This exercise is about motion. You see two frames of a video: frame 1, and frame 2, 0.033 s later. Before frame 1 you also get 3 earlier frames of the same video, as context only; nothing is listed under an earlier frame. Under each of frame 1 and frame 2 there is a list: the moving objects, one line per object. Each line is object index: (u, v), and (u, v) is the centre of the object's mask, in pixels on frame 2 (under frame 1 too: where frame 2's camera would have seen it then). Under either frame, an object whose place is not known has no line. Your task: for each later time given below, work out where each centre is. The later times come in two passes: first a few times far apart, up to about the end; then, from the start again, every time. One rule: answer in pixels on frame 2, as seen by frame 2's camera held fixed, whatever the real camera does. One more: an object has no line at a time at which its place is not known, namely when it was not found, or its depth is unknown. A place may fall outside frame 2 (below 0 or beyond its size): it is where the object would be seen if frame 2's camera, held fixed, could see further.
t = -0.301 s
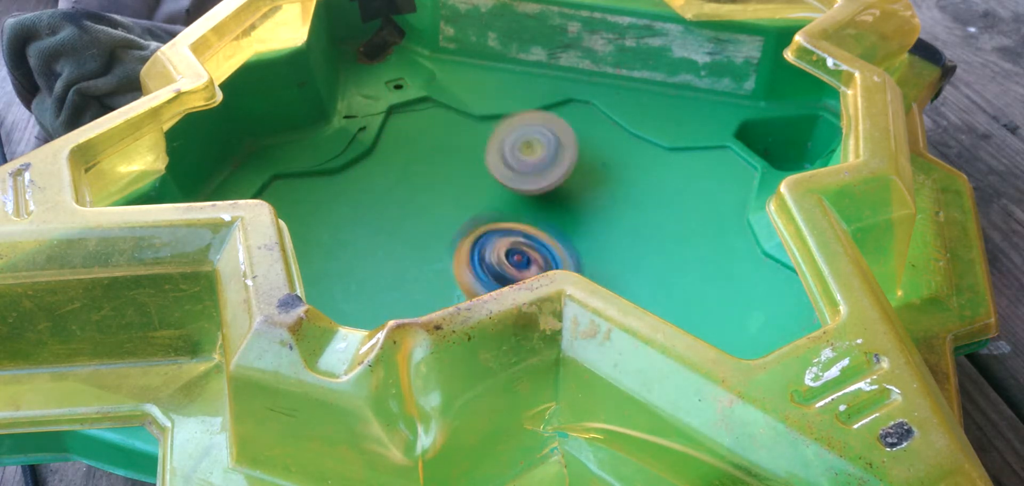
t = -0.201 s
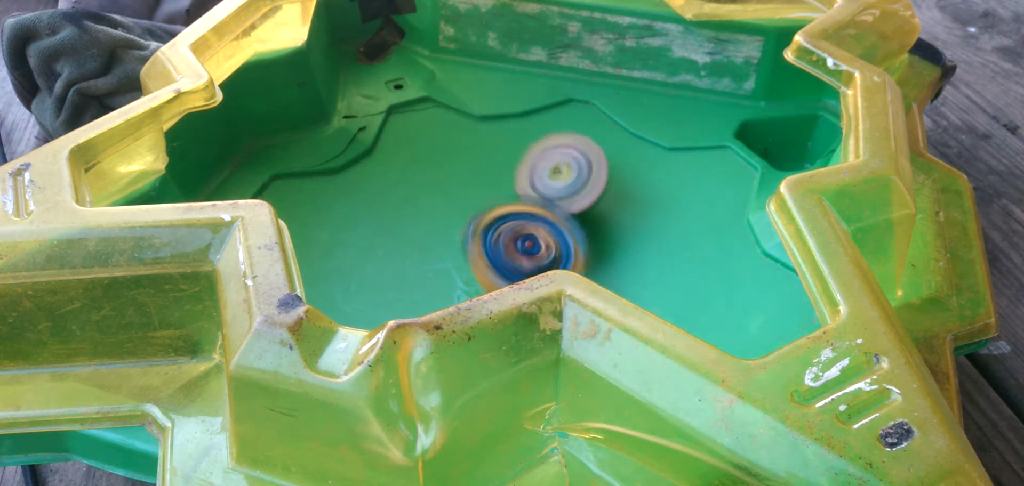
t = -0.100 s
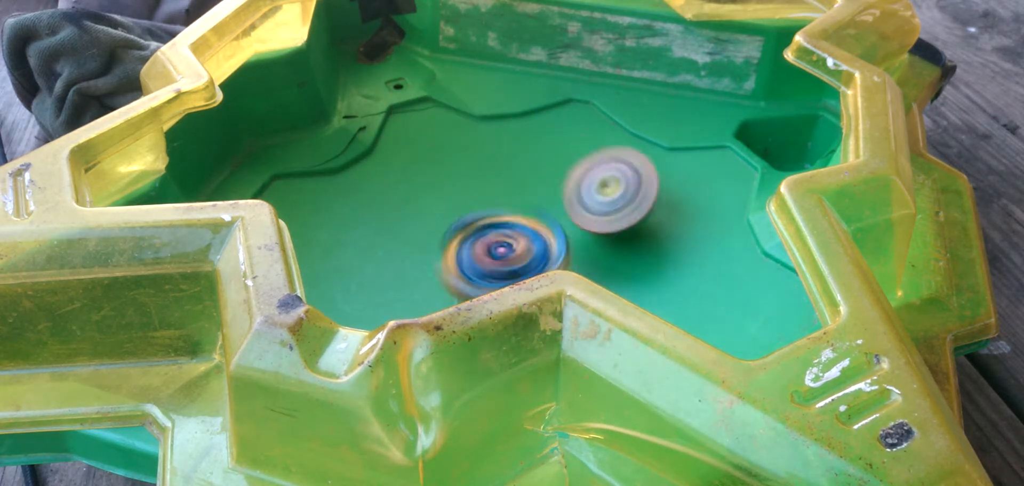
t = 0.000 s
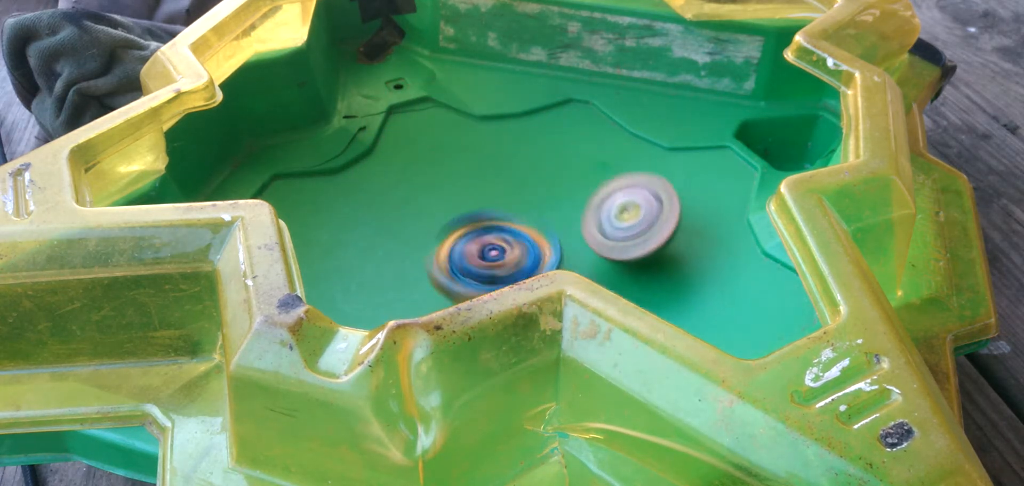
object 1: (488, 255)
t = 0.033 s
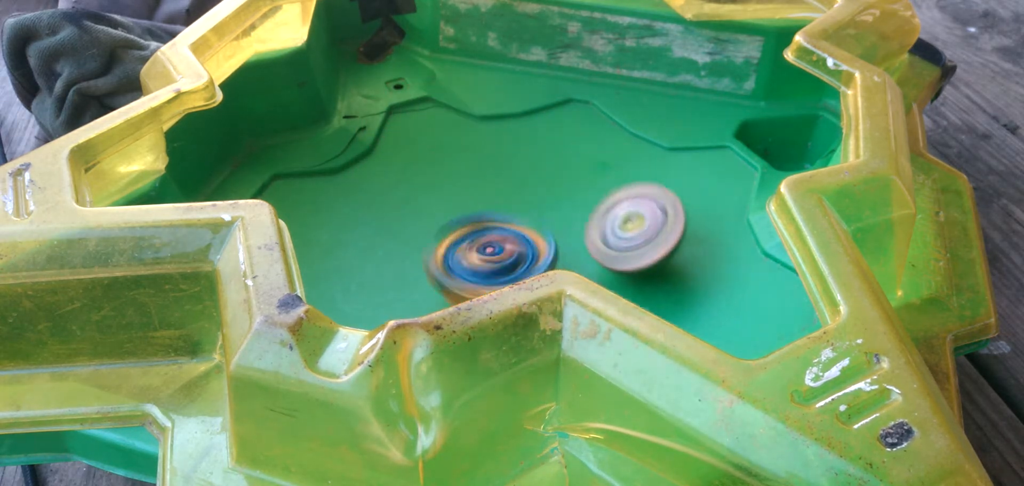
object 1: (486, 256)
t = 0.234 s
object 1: (492, 249)
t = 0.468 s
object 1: (509, 233)
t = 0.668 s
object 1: (525, 221)
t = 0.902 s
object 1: (527, 219)
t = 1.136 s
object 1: (518, 229)
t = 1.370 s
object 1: (500, 241)
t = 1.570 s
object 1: (500, 245)
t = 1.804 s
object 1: (509, 241)
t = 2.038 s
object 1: (504, 239)
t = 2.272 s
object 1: (500, 238)
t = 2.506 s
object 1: (512, 236)
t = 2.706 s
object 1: (515, 236)
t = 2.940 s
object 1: (523, 234)
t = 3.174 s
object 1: (496, 238)
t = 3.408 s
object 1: (498, 241)
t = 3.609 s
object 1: (463, 261)
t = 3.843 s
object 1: (462, 261)
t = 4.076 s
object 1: (465, 259)
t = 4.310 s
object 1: (468, 255)
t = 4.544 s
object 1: (475, 252)
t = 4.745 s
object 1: (484, 250)
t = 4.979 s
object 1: (484, 250)
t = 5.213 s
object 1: (488, 253)
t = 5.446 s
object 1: (489, 252)
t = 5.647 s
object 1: (485, 253)
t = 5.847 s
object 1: (468, 251)
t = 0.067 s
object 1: (490, 255)
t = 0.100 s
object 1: (490, 253)
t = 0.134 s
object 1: (489, 253)
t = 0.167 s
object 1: (491, 251)
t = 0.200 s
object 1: (490, 250)
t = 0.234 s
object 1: (492, 249)
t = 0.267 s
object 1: (495, 247)
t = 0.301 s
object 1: (495, 245)
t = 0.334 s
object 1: (497, 243)
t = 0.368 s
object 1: (501, 241)
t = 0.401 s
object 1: (503, 239)
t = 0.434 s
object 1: (504, 236)
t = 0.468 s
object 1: (509, 233)
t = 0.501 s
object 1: (511, 231)
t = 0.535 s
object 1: (514, 228)
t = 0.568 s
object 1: (518, 226)
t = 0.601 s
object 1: (519, 224)
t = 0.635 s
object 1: (521, 222)
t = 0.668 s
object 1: (525, 221)
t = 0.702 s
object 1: (525, 219)
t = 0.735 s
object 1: (528, 218)
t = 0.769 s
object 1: (528, 218)
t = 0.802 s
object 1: (528, 217)
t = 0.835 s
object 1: (530, 217)
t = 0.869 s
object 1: (529, 218)
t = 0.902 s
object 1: (527, 219)
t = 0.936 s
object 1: (528, 221)
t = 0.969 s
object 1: (527, 223)
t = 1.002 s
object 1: (523, 225)
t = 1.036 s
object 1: (524, 224)
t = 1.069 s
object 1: (523, 226)
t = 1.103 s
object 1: (519, 228)
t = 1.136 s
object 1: (518, 229)
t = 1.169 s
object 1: (517, 231)
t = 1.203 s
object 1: (513, 232)
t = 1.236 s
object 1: (509, 233)
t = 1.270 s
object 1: (507, 235)
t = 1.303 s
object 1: (503, 237)
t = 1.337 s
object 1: (500, 239)
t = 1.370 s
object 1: (500, 241)
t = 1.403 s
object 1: (497, 242)
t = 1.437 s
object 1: (496, 243)
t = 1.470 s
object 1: (495, 244)
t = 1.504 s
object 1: (495, 246)
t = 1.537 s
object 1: (495, 245)
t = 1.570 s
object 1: (500, 245)
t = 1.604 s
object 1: (501, 245)
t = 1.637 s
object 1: (499, 245)
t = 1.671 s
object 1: (502, 245)
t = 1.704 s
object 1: (505, 244)
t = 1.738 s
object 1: (504, 242)
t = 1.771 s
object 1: (506, 242)
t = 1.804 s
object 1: (509, 241)
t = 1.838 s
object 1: (509, 240)
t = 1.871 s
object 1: (511, 239)
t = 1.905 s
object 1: (512, 238)
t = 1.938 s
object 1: (509, 239)
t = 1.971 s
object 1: (507, 240)
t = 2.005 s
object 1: (506, 239)
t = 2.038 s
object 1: (504, 239)
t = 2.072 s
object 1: (499, 240)
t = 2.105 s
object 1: (498, 239)
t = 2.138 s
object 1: (500, 239)
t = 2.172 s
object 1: (501, 238)
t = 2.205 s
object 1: (496, 239)
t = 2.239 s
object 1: (496, 238)
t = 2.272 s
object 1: (500, 238)
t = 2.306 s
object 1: (502, 236)
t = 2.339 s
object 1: (498, 236)
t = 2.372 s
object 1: (498, 236)
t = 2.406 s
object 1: (503, 235)
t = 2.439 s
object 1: (506, 235)
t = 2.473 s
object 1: (508, 236)
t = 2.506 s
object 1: (512, 236)
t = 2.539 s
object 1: (512, 235)
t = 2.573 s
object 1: (513, 234)
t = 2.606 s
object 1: (519, 234)
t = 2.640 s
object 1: (520, 235)
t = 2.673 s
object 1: (516, 237)
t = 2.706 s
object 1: (515, 236)
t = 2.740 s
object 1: (520, 236)
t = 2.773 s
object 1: (523, 235)
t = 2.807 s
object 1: (520, 234)
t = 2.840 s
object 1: (520, 234)
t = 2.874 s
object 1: (522, 235)
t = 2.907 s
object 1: (524, 235)
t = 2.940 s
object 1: (523, 234)
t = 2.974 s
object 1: (516, 234)
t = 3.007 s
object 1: (512, 234)
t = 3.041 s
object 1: (507, 236)
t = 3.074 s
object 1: (509, 236)
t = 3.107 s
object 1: (504, 237)
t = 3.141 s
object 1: (498, 237)
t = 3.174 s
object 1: (496, 238)
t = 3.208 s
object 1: (499, 239)
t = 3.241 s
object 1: (501, 241)
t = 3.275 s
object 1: (498, 239)
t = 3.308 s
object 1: (496, 239)
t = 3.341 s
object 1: (499, 240)
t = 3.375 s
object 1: (498, 240)
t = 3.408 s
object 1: (498, 241)
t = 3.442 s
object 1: (502, 238)
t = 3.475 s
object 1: (498, 241)
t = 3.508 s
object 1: (486, 249)
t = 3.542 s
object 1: (474, 255)
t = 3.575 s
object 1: (466, 259)
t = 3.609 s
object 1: (463, 261)
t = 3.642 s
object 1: (460, 262)
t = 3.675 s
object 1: (459, 263)
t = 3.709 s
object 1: (457, 262)
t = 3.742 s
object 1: (457, 262)
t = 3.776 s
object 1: (458, 262)
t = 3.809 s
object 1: (459, 261)
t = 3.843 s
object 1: (462, 261)
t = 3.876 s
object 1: (464, 260)
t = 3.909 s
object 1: (465, 260)
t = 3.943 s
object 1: (466, 260)
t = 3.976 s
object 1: (466, 259)
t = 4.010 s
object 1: (466, 259)
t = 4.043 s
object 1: (465, 259)
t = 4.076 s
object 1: (465, 259)
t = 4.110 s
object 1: (465, 259)
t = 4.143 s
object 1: (465, 259)
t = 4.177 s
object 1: (465, 259)
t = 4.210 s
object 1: (465, 259)
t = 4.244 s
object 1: (466, 259)
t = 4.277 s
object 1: (467, 257)
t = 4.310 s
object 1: (468, 255)
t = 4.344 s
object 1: (469, 254)
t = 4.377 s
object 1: (470, 254)
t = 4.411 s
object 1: (470, 254)
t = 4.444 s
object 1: (469, 253)
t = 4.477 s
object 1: (471, 252)
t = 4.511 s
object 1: (472, 252)
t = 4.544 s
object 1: (475, 252)
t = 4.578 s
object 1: (476, 251)
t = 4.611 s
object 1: (477, 251)
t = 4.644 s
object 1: (478, 251)
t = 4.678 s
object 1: (482, 250)
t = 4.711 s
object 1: (484, 250)
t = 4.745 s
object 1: (484, 250)
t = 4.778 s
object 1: (484, 250)
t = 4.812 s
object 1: (484, 249)
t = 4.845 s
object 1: (483, 249)
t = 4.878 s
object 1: (483, 249)
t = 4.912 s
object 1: (482, 249)
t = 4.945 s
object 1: (483, 250)
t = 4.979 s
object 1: (484, 250)
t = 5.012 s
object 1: (484, 250)
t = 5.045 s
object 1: (486, 249)
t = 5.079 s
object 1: (487, 249)
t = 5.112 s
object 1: (487, 250)
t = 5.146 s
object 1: (487, 251)
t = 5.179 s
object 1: (488, 251)
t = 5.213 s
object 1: (488, 253)
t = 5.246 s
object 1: (487, 254)
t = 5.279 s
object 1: (486, 255)
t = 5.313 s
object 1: (486, 255)
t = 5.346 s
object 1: (488, 254)
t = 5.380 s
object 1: (489, 253)
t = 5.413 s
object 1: (489, 252)
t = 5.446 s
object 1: (489, 252)
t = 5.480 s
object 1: (489, 253)
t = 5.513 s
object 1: (488, 253)
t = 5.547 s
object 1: (488, 254)
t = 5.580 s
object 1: (488, 254)
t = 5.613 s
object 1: (488, 254)
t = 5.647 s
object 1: (485, 253)
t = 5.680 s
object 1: (478, 253)
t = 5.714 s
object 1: (477, 253)
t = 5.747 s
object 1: (477, 253)
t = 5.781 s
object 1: (475, 253)
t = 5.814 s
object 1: (471, 252)
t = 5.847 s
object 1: (468, 251)
